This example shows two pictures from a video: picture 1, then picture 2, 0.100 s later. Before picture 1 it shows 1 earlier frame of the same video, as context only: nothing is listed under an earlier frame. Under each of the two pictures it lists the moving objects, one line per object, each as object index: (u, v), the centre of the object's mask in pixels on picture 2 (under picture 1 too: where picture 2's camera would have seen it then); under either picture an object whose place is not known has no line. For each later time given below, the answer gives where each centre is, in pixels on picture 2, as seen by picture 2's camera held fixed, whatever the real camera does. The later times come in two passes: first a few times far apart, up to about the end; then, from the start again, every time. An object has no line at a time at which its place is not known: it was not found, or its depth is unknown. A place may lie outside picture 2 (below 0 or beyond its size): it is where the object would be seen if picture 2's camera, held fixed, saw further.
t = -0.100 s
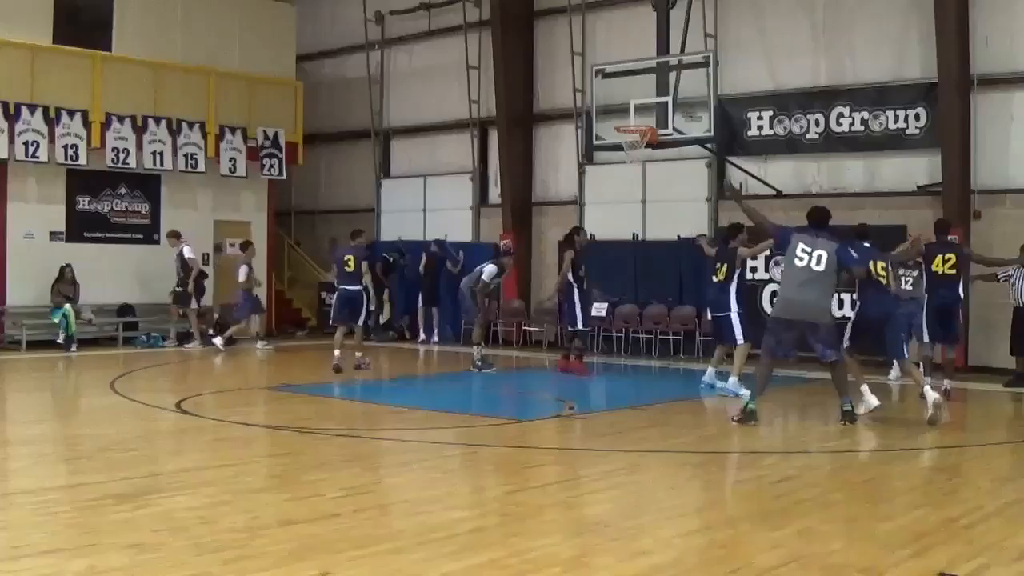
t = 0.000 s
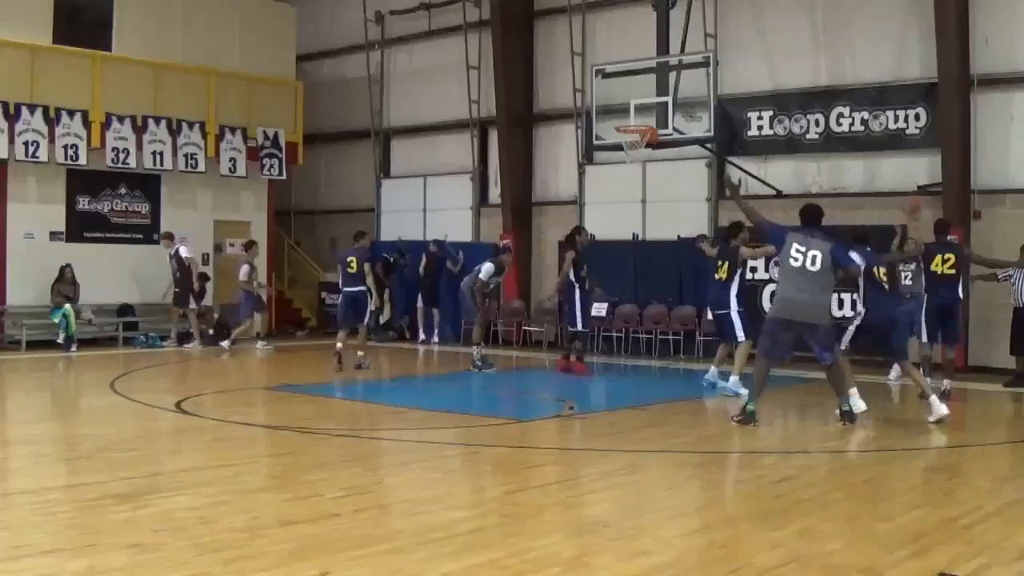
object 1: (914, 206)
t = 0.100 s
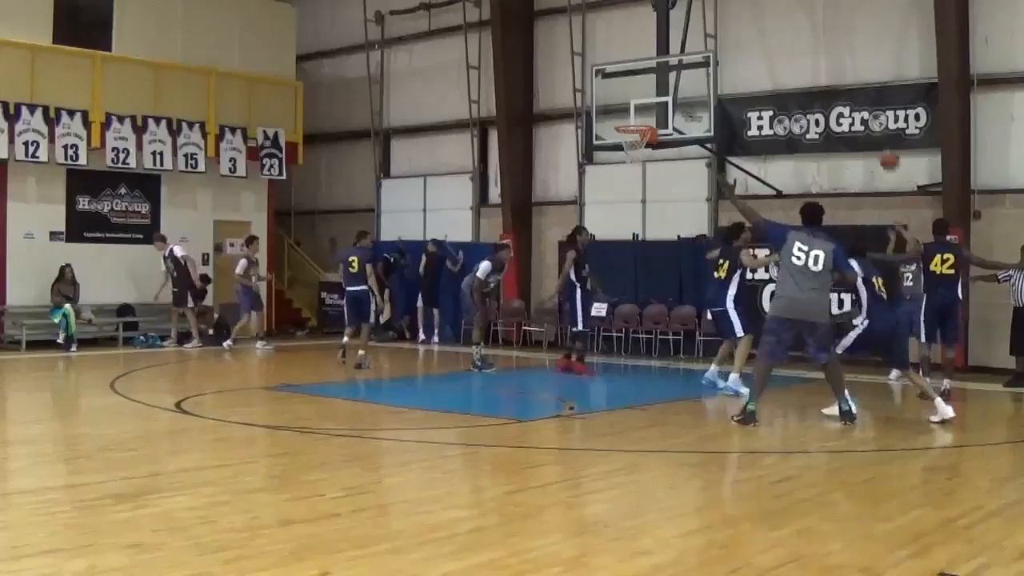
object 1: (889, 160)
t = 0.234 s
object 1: (860, 109)
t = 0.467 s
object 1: (798, 50)
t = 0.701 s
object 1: (727, 37)
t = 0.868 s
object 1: (666, 62)
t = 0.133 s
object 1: (882, 146)
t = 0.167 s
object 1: (877, 134)
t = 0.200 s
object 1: (866, 121)
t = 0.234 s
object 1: (860, 109)
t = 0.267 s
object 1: (851, 98)
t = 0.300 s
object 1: (843, 89)
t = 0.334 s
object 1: (834, 79)
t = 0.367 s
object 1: (825, 71)
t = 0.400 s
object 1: (816, 63)
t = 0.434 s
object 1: (807, 57)
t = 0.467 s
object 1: (798, 50)
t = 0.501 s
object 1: (788, 45)
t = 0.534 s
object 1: (778, 41)
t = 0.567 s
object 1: (768, 38)
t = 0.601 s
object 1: (758, 36)
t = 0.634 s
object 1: (748, 36)
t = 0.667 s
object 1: (736, 35)
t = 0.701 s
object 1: (727, 37)
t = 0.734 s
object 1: (715, 38)
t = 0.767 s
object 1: (705, 41)
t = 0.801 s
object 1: (691, 48)
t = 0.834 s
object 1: (679, 53)
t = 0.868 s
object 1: (666, 62)
